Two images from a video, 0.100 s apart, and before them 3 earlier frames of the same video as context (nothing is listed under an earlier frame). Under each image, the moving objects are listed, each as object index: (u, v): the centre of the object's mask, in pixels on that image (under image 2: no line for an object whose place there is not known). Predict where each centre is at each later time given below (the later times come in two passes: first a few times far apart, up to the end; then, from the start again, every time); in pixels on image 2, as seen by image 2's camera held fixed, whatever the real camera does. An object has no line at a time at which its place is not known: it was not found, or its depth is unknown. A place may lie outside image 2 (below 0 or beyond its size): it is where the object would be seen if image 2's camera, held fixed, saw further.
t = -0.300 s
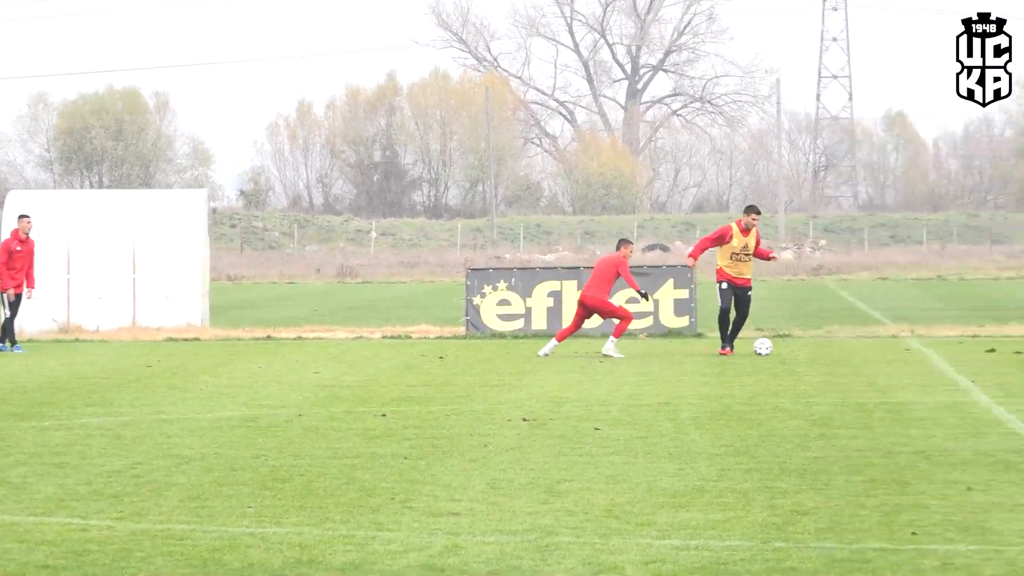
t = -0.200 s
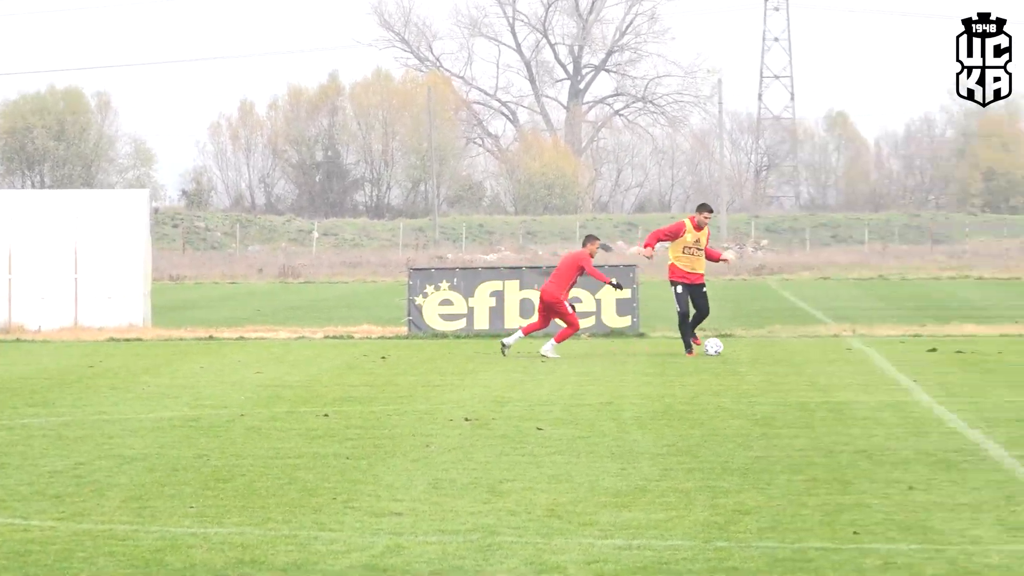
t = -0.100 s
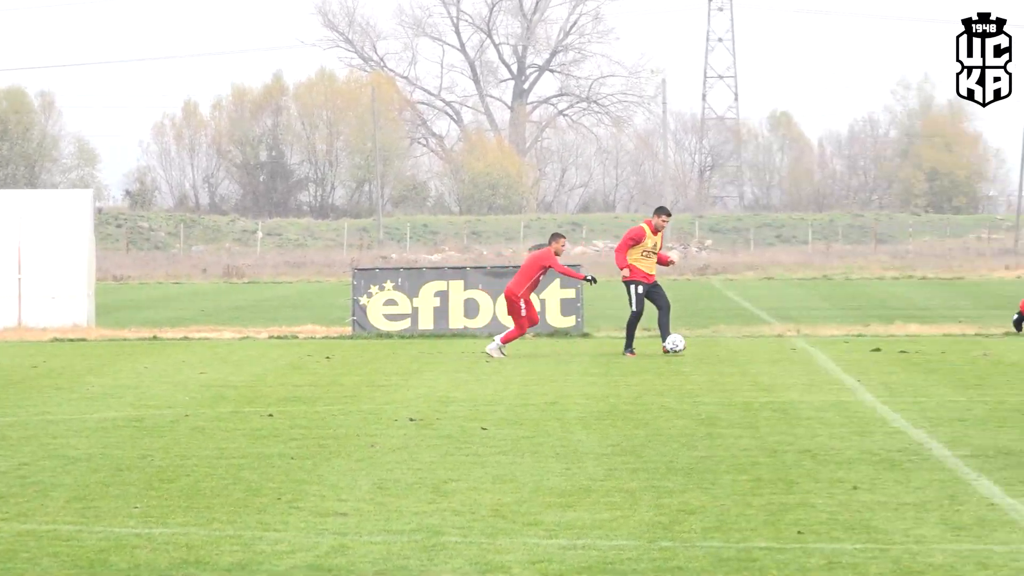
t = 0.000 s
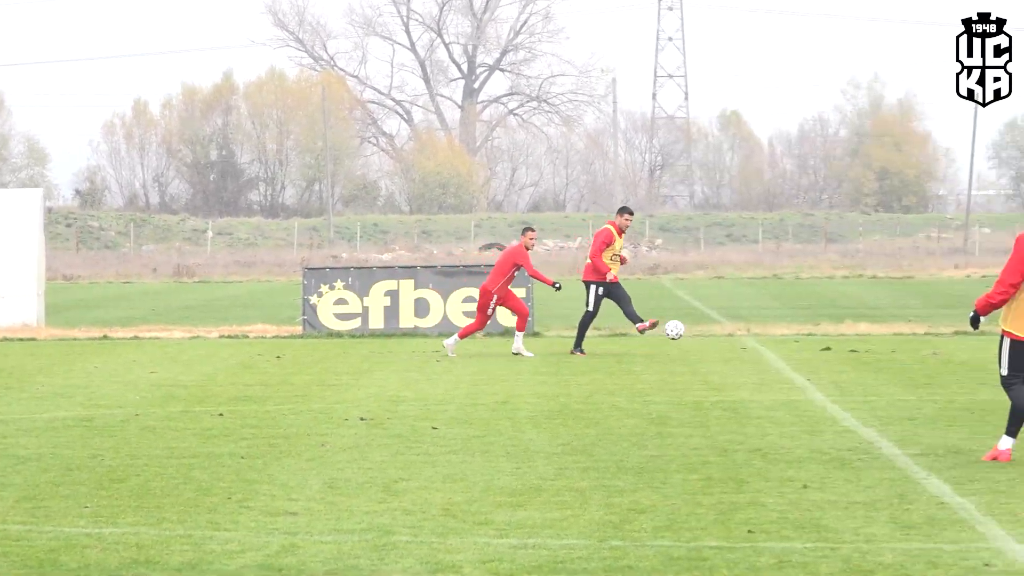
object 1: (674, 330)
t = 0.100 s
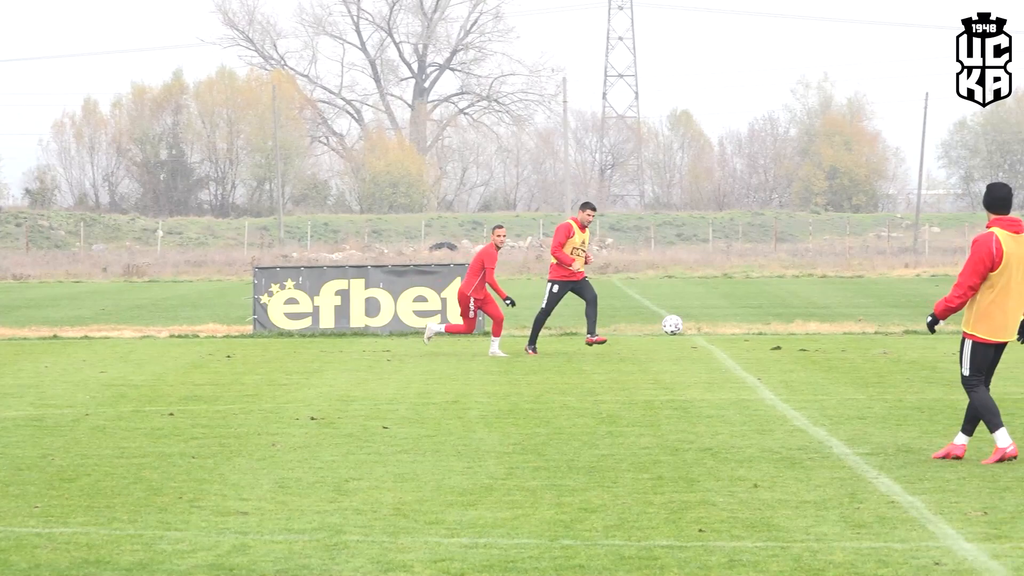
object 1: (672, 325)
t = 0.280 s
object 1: (755, 344)
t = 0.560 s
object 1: (863, 338)
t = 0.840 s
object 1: (973, 375)
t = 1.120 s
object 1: (1083, 388)
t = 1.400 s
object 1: (1185, 411)
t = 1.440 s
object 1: (1198, 417)
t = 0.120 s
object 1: (681, 325)
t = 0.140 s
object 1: (691, 326)
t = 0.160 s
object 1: (700, 327)
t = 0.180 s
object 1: (709, 329)
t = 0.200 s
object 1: (718, 331)
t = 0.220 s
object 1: (728, 333)
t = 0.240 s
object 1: (736, 336)
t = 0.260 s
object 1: (745, 340)
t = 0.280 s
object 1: (755, 344)
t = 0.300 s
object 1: (763, 348)
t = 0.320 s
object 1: (772, 353)
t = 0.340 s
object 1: (781, 358)
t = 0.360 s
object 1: (789, 363)
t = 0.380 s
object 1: (797, 365)
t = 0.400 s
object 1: (805, 362)
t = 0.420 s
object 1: (812, 357)
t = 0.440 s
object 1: (819, 354)
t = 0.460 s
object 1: (827, 350)
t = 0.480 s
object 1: (834, 347)
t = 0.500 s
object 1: (842, 344)
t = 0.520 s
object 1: (849, 342)
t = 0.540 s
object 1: (856, 340)
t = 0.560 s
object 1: (863, 338)
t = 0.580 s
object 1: (871, 338)
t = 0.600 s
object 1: (879, 337)
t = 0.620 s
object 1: (886, 337)
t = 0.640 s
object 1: (894, 338)
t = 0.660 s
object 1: (901, 339)
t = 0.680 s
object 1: (909, 341)
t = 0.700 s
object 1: (917, 343)
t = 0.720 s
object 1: (925, 346)
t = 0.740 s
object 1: (933, 350)
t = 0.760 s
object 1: (941, 354)
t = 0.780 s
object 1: (949, 358)
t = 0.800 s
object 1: (957, 363)
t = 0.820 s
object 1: (965, 368)
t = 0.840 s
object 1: (973, 375)
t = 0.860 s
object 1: (982, 382)
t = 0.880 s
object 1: (990, 389)
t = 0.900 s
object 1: (998, 390)
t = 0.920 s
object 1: (1005, 388)
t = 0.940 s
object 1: (1013, 386)
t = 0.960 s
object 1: (1021, 384)
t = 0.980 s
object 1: (1028, 383)
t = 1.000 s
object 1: (1036, 382)
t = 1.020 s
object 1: (1043, 381)
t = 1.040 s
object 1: (1051, 382)
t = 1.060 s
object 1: (1059, 383)
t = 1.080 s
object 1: (1067, 384)
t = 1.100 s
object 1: (1075, 386)
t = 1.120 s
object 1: (1083, 388)
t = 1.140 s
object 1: (1091, 392)
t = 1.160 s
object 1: (1099, 396)
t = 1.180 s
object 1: (1107, 401)
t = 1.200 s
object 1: (1115, 406)
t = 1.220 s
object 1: (1123, 410)
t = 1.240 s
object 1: (1131, 409)
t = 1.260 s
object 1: (1137, 407)
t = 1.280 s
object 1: (1144, 405)
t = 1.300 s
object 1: (1151, 405)
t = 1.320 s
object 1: (1157, 405)
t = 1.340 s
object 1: (1164, 406)
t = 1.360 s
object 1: (1172, 408)
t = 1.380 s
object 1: (1178, 409)
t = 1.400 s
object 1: (1185, 411)
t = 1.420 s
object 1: (1192, 414)
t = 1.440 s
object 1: (1198, 417)
